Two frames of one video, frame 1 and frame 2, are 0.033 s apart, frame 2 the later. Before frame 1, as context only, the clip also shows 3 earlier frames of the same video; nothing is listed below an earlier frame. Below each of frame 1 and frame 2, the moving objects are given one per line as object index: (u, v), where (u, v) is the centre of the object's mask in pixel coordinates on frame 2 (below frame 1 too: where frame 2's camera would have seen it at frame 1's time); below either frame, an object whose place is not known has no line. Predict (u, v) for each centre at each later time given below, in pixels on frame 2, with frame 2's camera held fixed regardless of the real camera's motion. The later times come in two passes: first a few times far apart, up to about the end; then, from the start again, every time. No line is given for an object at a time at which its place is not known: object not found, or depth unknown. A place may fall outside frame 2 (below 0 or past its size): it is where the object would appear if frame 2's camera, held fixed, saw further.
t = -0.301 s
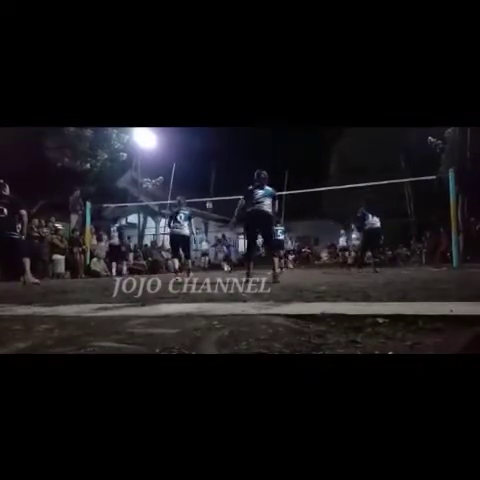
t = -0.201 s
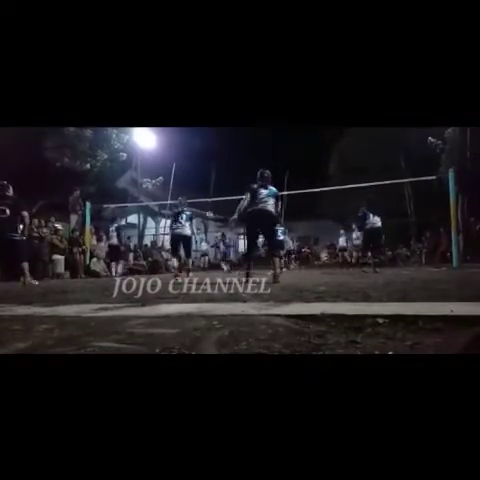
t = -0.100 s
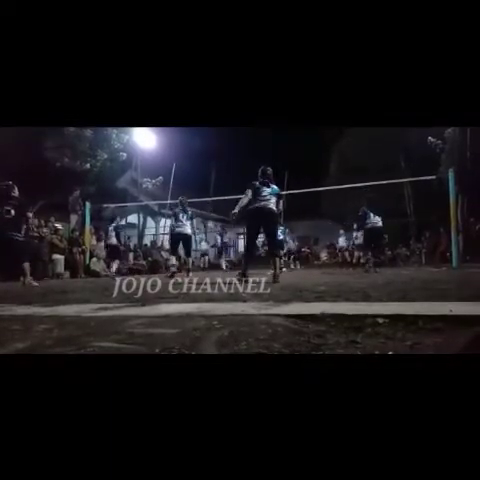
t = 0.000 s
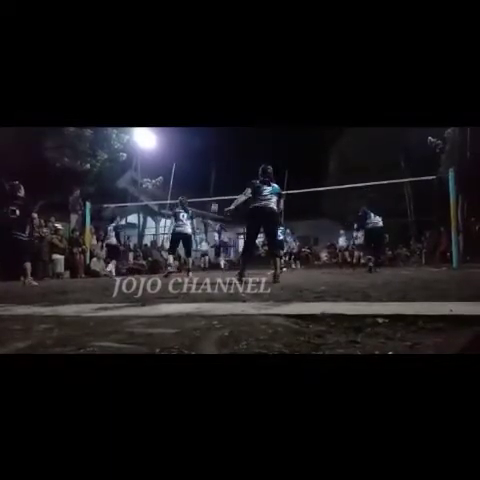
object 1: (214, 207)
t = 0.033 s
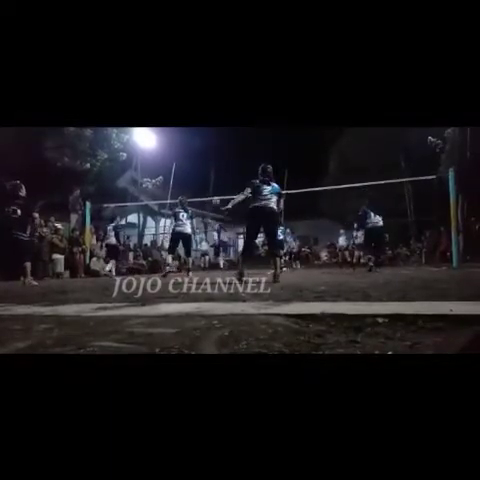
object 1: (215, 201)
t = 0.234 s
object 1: (224, 170)
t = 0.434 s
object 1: (233, 151)
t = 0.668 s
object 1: (244, 143)
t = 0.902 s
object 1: (255, 153)
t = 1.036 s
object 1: (262, 165)
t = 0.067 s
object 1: (217, 193)
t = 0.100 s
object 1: (219, 189)
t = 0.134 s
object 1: (220, 184)
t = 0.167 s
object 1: (221, 179)
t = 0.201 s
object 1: (223, 174)
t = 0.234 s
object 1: (224, 170)
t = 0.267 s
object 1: (226, 166)
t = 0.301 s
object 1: (227, 163)
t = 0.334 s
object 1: (229, 159)
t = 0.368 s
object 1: (230, 156)
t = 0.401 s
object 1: (231, 153)
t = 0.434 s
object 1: (233, 151)
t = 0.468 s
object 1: (235, 149)
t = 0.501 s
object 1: (236, 147)
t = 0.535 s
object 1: (238, 146)
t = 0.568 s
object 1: (239, 145)
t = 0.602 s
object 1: (241, 144)
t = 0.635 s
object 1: (242, 144)
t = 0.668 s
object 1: (244, 143)
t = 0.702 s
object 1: (245, 144)
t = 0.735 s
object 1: (247, 144)
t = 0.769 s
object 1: (249, 145)
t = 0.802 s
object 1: (250, 147)
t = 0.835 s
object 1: (252, 148)
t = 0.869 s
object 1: (254, 150)
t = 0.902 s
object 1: (255, 153)
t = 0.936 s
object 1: (257, 155)
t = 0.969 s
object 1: (259, 158)
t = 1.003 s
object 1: (260, 161)
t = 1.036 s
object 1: (262, 165)
